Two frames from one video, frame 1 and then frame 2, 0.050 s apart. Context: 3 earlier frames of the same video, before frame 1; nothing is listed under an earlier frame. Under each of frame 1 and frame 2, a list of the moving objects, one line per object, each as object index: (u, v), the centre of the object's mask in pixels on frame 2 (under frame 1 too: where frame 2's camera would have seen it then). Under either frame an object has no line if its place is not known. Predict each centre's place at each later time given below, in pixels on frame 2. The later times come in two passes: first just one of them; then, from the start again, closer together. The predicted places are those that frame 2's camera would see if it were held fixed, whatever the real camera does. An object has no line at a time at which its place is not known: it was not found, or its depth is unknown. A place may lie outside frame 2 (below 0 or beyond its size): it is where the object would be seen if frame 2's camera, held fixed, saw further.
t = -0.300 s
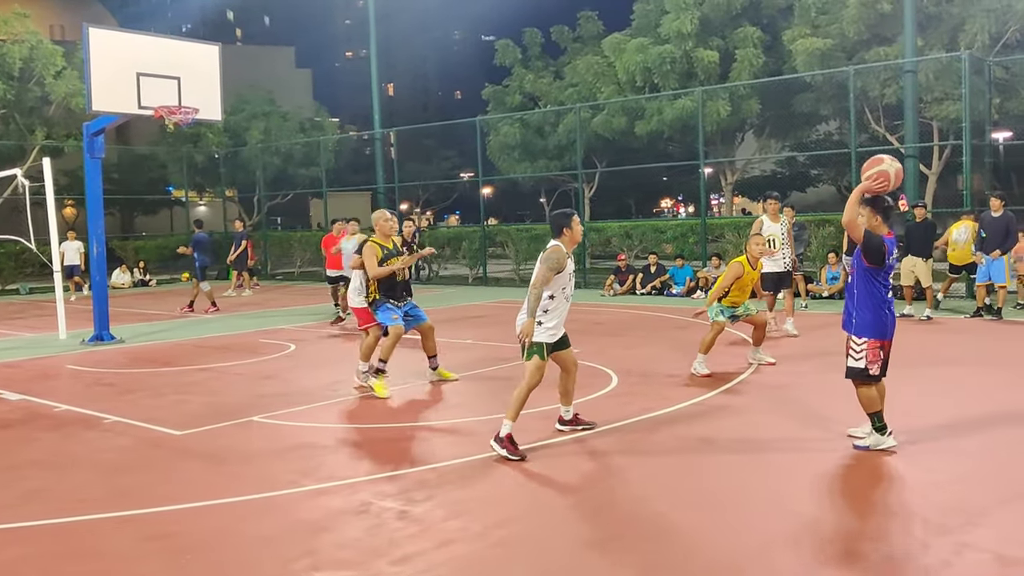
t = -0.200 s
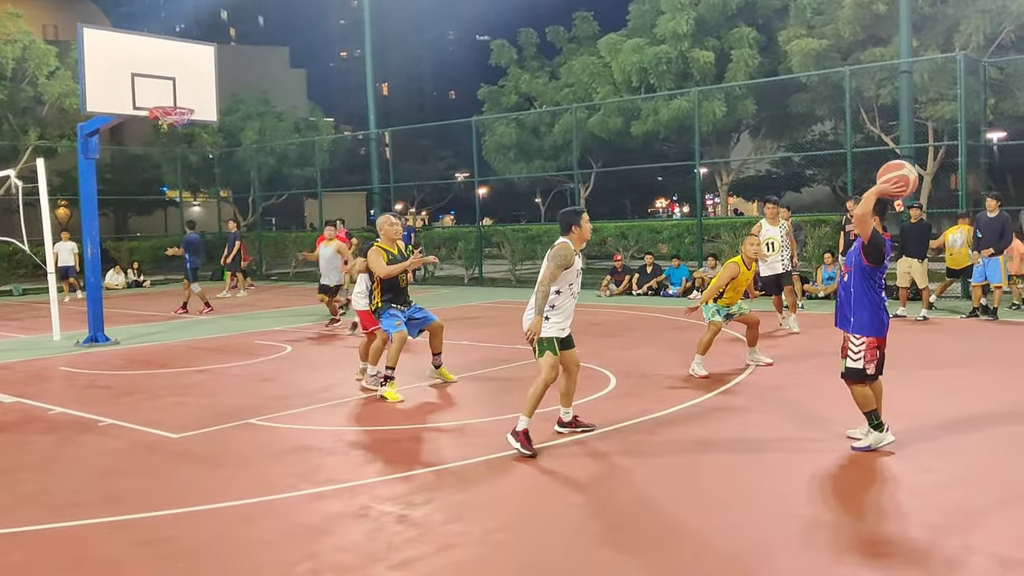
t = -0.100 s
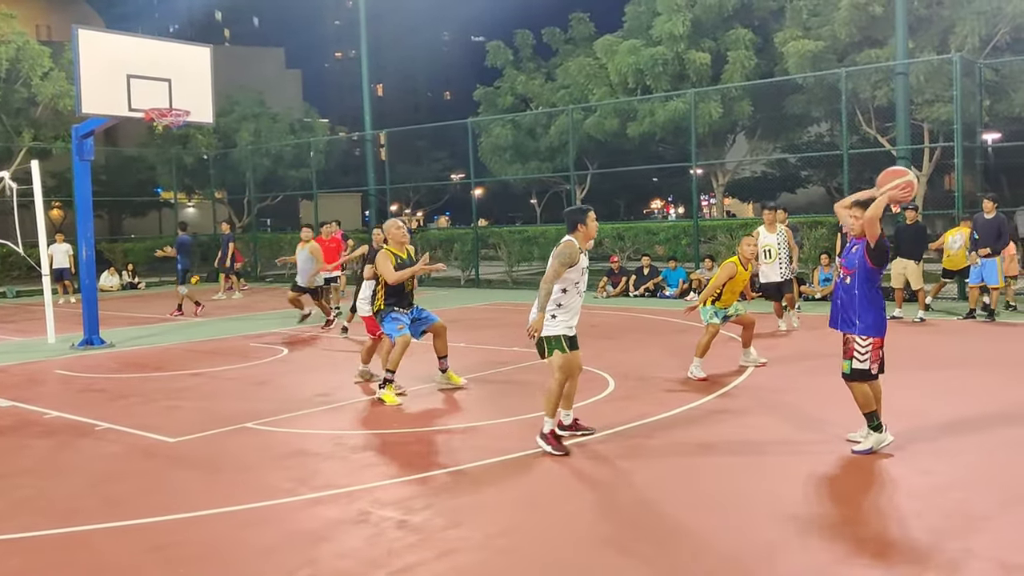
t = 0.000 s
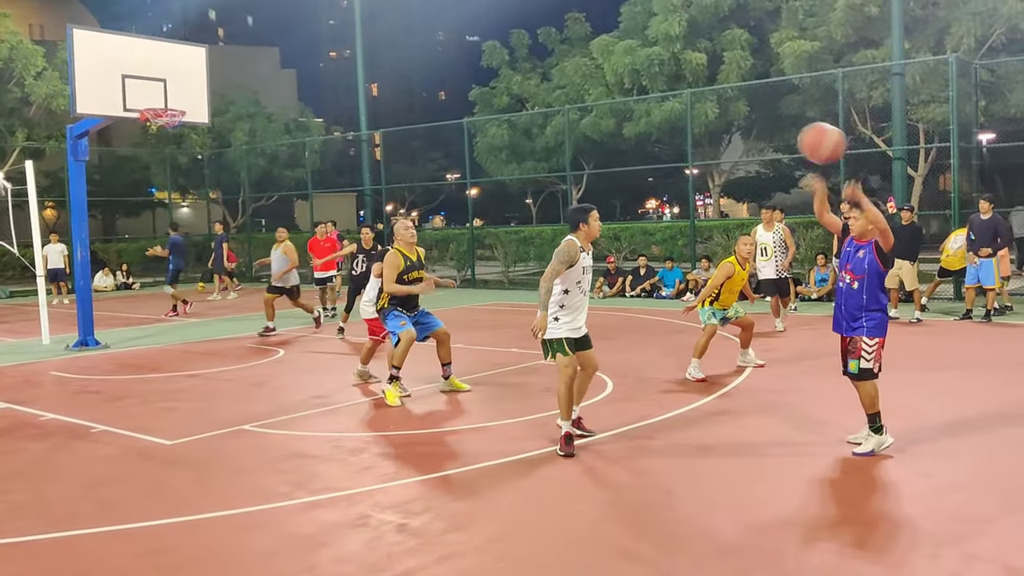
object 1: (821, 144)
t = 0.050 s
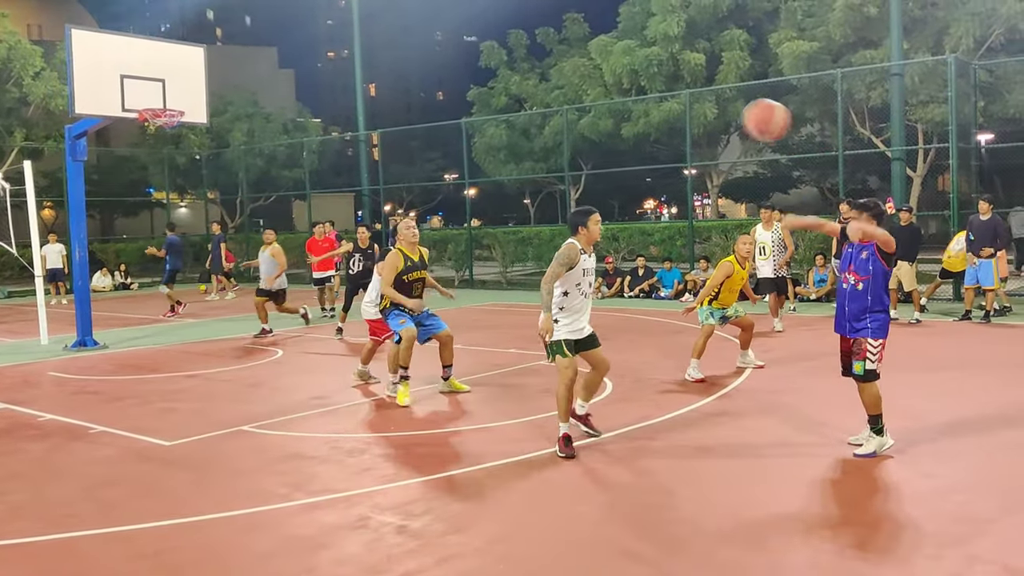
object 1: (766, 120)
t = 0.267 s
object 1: (484, 52)
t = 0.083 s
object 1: (727, 106)
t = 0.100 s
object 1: (707, 100)
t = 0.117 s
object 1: (686, 93)
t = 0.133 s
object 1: (665, 87)
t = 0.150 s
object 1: (644, 81)
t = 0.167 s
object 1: (623, 76)
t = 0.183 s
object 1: (602, 71)
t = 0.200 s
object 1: (578, 66)
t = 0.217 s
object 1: (555, 62)
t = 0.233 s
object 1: (531, 58)
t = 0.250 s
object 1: (508, 54)
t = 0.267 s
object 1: (484, 52)
